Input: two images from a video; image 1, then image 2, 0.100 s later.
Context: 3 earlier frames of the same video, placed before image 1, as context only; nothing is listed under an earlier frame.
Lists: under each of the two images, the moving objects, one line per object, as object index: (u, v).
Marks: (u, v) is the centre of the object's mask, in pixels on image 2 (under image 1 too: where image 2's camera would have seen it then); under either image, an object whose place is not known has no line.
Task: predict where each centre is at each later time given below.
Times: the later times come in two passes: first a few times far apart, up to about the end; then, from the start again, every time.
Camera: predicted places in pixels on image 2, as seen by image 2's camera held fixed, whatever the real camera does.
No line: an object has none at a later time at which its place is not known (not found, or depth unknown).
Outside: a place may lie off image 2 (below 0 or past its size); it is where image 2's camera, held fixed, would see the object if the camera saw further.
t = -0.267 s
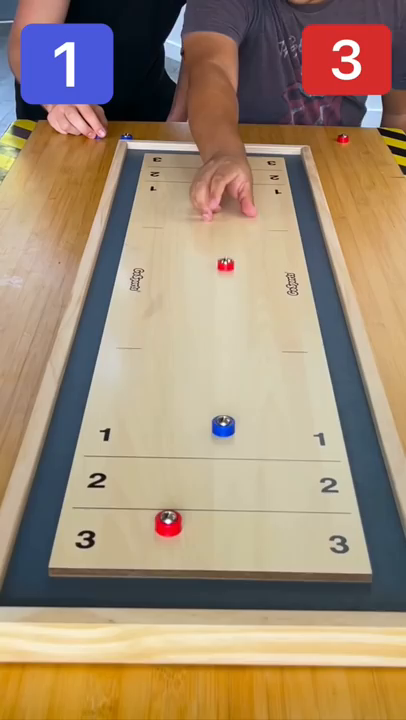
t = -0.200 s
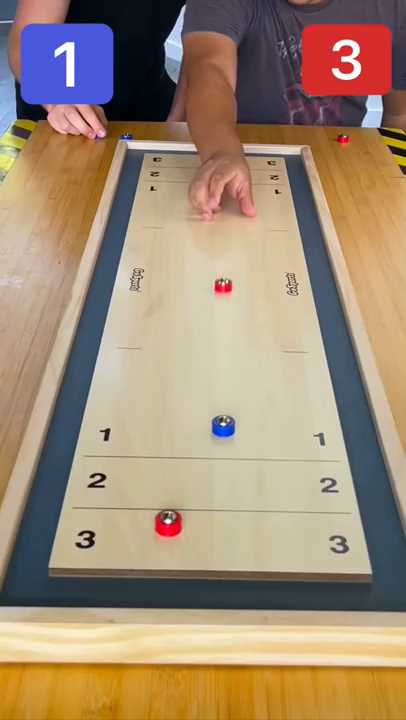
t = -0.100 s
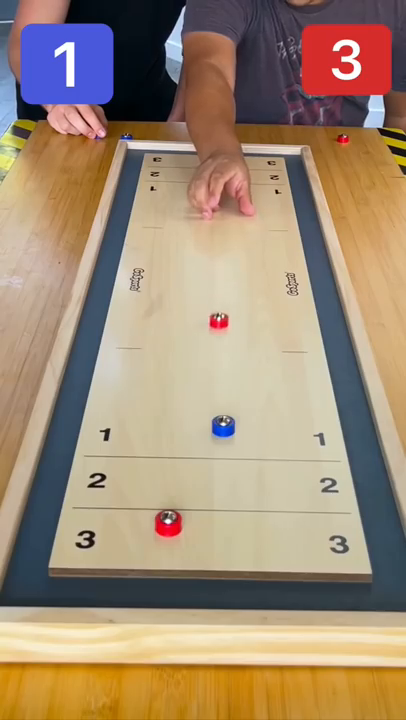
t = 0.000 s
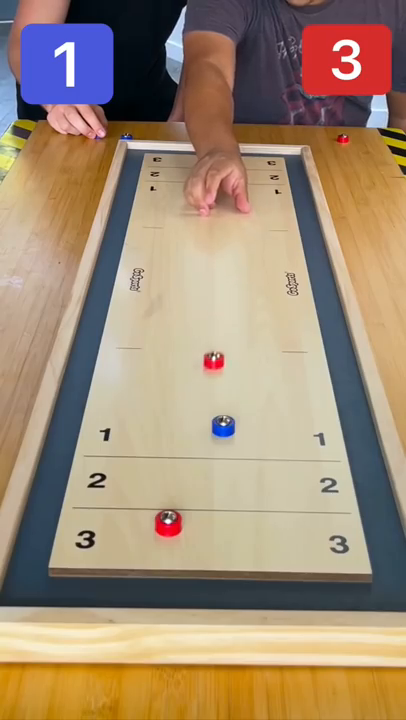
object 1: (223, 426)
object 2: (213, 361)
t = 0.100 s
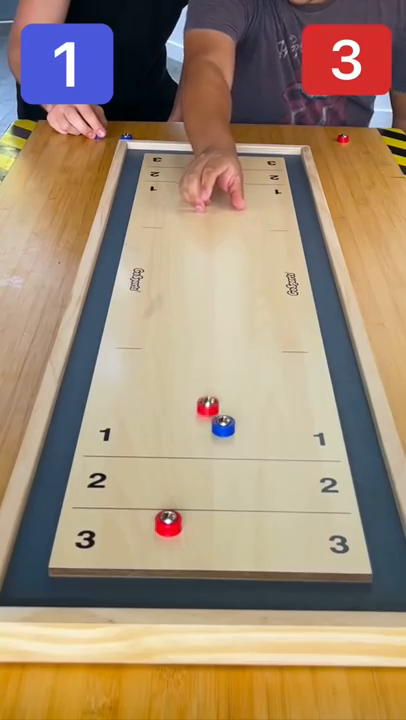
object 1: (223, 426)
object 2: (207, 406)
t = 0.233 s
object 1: (247, 438)
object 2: (170, 462)
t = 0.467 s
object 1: (288, 463)
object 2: (79, 583)
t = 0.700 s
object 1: (314, 480)
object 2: (20, 585)
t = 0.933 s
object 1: (326, 490)
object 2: (24, 577)
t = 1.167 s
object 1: (327, 492)
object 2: (25, 577)
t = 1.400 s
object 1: (327, 492)
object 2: (25, 577)
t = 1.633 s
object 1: (327, 492)
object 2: (25, 577)
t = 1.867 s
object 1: (327, 492)
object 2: (25, 577)
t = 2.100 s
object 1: (327, 492)
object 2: (25, 577)
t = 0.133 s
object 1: (226, 425)
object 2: (202, 421)
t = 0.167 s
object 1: (234, 431)
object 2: (192, 434)
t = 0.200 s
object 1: (241, 434)
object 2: (181, 448)
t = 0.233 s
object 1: (247, 438)
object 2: (170, 462)
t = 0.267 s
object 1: (254, 442)
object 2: (158, 477)
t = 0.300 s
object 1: (260, 446)
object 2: (146, 492)
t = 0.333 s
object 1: (266, 450)
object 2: (133, 508)
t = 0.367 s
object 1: (272, 453)
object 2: (120, 525)
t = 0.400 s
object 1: (277, 456)
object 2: (107, 542)
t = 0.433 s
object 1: (283, 460)
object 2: (93, 560)
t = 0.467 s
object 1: (288, 463)
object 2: (79, 583)
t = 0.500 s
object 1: (292, 465)
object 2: (63, 597)
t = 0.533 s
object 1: (296, 468)
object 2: (55, 593)
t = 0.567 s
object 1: (301, 471)
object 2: (48, 592)
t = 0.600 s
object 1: (304, 473)
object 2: (40, 591)
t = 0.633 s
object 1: (308, 476)
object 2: (33, 589)
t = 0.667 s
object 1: (311, 478)
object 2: (26, 587)
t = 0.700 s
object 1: (314, 480)
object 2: (20, 585)
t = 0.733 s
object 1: (316, 482)
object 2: (16, 583)
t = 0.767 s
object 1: (319, 484)
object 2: (18, 582)
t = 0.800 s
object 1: (321, 485)
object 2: (20, 580)
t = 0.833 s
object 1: (322, 487)
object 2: (22, 579)
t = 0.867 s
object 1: (324, 488)
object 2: (23, 578)
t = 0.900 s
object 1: (325, 489)
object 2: (23, 578)
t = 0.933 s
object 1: (326, 490)
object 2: (24, 577)
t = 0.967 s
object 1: (326, 491)
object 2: (24, 577)
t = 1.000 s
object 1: (327, 491)
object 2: (25, 577)
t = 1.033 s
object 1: (327, 491)
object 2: (25, 577)
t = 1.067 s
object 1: (327, 492)
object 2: (25, 577)
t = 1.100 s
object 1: (327, 492)
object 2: (25, 577)
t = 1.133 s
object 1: (327, 492)
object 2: (25, 577)
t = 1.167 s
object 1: (327, 492)
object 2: (25, 577)
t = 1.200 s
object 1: (327, 492)
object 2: (25, 577)
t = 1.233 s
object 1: (327, 492)
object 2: (25, 577)
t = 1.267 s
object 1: (327, 492)
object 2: (25, 577)
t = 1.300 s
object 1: (327, 492)
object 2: (25, 577)
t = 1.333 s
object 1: (327, 492)
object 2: (25, 577)
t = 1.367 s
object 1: (327, 492)
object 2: (25, 577)
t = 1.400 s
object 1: (327, 492)
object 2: (25, 577)
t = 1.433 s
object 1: (327, 492)
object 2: (25, 577)
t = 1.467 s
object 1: (327, 492)
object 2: (25, 577)
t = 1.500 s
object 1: (327, 492)
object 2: (25, 577)
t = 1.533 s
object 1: (327, 492)
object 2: (25, 577)
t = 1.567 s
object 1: (327, 492)
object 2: (25, 577)
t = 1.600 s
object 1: (327, 492)
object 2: (25, 577)
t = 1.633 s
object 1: (327, 492)
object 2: (25, 577)
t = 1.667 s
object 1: (327, 492)
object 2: (25, 577)
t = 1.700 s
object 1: (327, 492)
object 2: (25, 577)
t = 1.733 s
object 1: (327, 492)
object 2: (25, 577)
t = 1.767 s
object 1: (327, 492)
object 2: (25, 577)
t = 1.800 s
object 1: (327, 492)
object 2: (25, 577)
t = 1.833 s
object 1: (327, 492)
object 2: (25, 577)
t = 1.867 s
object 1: (327, 492)
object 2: (25, 577)
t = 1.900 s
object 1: (327, 492)
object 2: (25, 577)
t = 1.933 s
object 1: (327, 492)
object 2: (25, 577)
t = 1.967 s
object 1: (327, 492)
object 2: (25, 577)
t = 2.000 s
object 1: (327, 492)
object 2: (25, 577)
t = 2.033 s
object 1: (327, 492)
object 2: (25, 577)
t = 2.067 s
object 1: (327, 492)
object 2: (25, 577)
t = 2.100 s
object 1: (327, 492)
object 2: (25, 577)
